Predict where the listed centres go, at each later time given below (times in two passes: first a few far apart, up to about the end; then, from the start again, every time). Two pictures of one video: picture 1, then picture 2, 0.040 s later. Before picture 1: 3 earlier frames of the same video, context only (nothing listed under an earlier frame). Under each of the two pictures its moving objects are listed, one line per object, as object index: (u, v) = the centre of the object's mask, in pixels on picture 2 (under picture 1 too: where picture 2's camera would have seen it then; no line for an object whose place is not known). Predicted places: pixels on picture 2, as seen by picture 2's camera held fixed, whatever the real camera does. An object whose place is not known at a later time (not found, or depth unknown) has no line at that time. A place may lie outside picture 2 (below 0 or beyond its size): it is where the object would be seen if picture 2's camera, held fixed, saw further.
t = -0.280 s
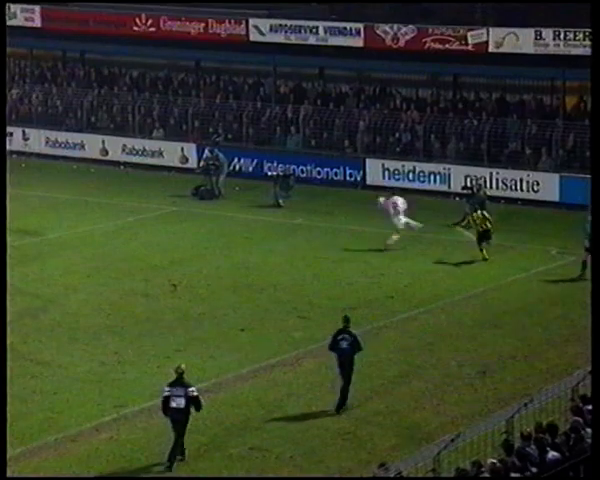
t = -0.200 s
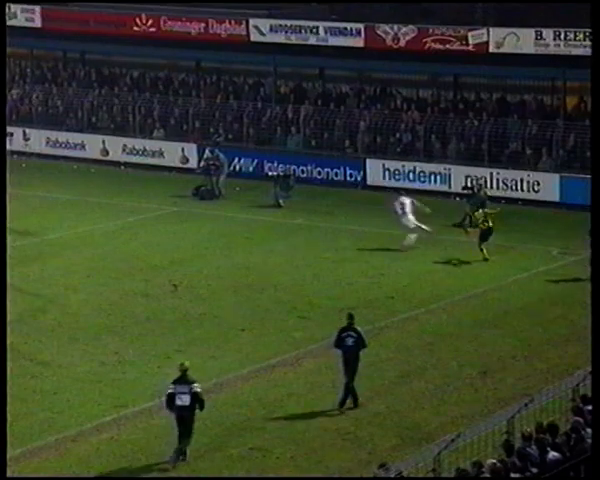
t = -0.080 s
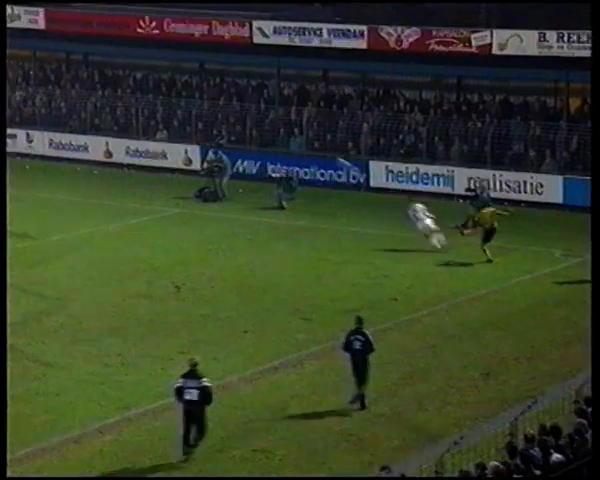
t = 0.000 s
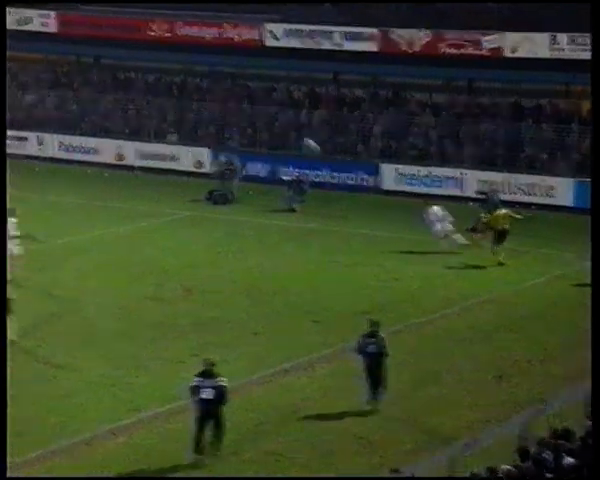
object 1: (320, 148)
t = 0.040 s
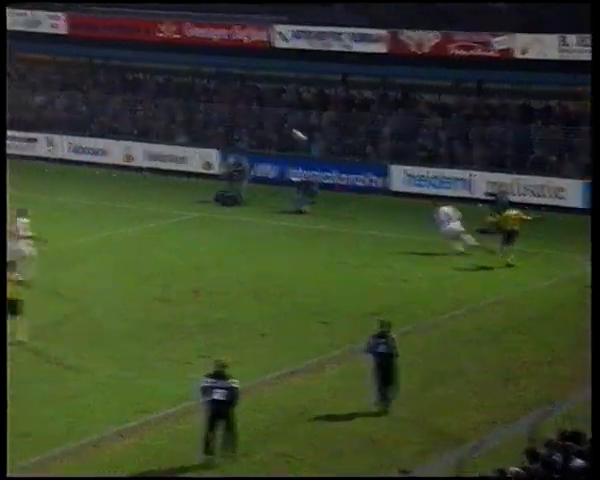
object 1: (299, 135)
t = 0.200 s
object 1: (216, 99)
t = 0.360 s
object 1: (146, 72)
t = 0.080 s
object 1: (277, 125)
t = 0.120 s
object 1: (256, 116)
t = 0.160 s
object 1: (234, 107)
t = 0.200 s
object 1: (216, 99)
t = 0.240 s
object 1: (196, 92)
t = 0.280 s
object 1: (180, 85)
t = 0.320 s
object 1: (162, 78)
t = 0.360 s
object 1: (146, 72)
